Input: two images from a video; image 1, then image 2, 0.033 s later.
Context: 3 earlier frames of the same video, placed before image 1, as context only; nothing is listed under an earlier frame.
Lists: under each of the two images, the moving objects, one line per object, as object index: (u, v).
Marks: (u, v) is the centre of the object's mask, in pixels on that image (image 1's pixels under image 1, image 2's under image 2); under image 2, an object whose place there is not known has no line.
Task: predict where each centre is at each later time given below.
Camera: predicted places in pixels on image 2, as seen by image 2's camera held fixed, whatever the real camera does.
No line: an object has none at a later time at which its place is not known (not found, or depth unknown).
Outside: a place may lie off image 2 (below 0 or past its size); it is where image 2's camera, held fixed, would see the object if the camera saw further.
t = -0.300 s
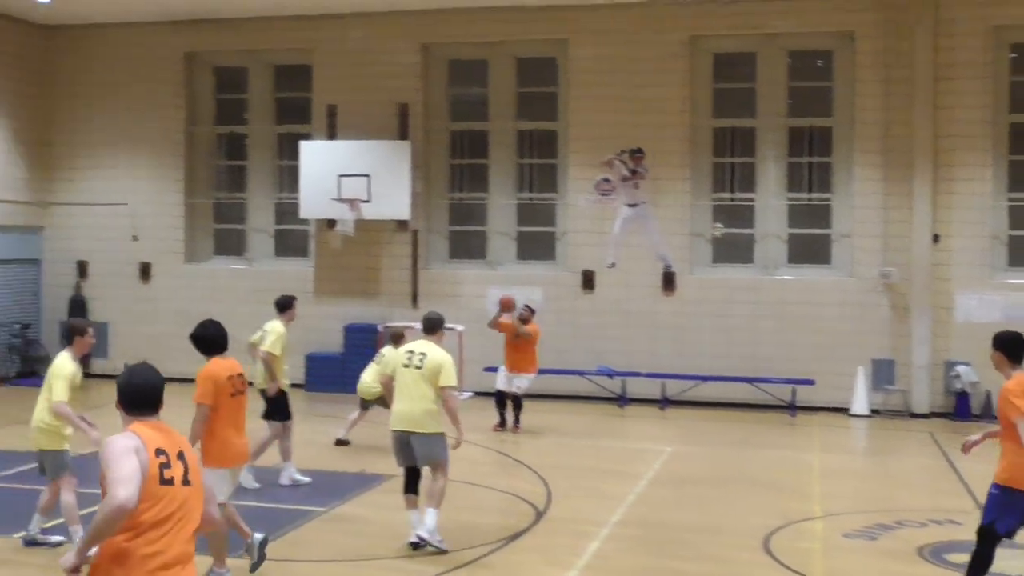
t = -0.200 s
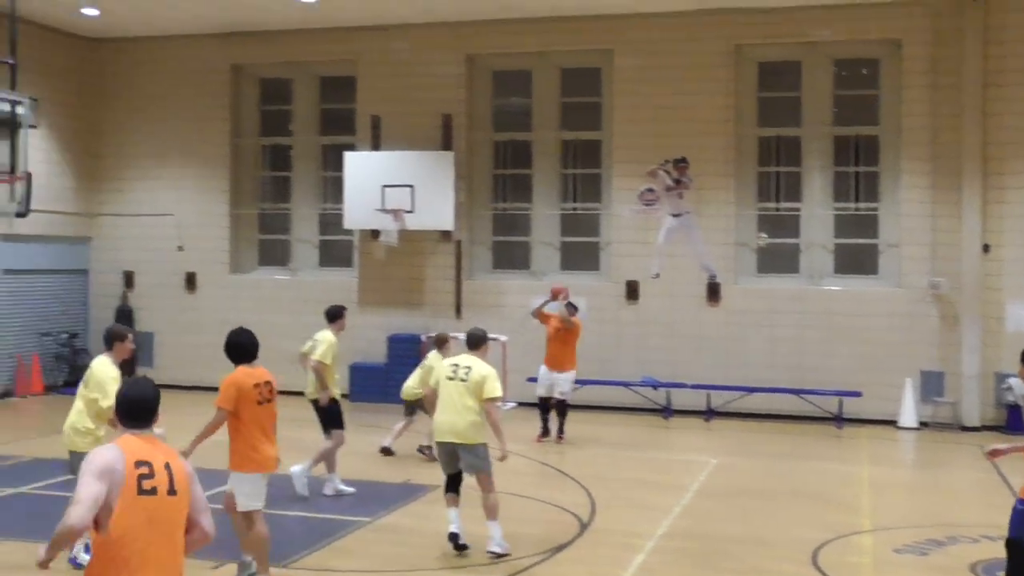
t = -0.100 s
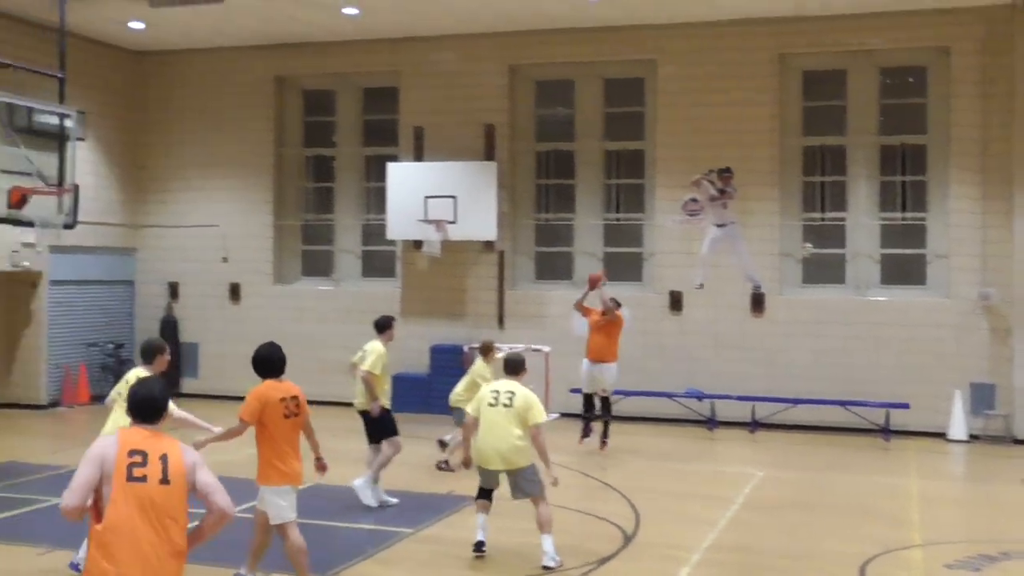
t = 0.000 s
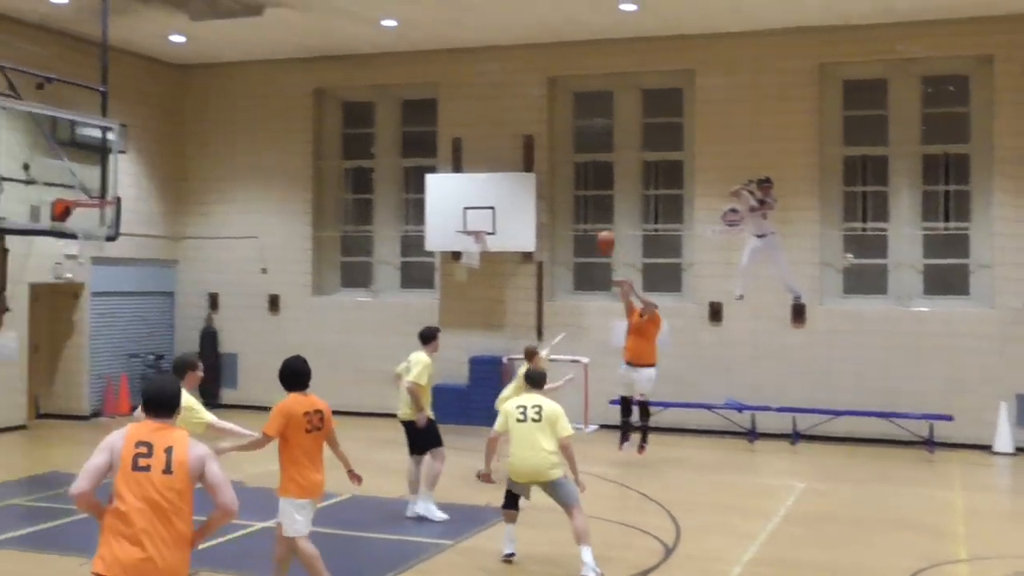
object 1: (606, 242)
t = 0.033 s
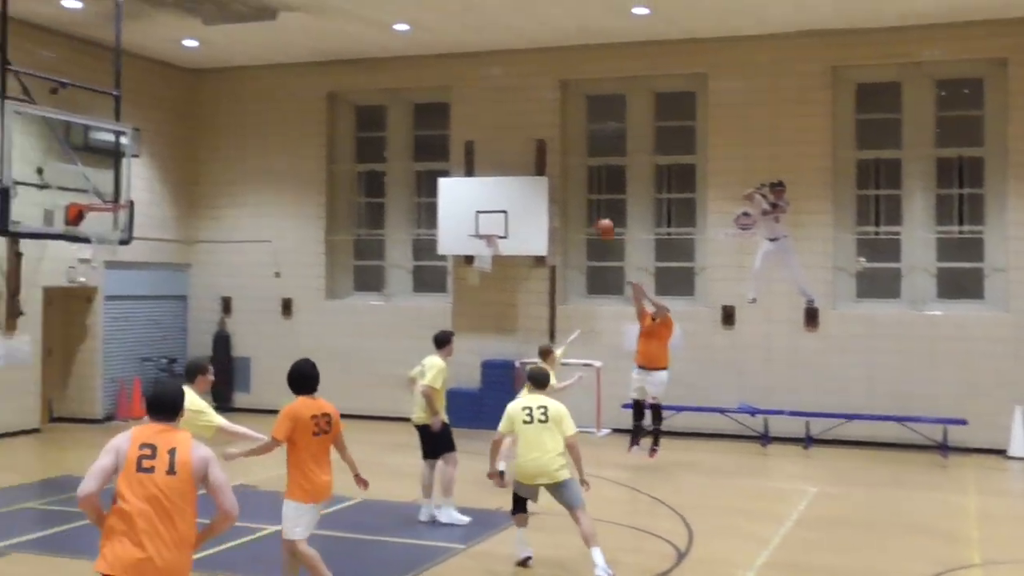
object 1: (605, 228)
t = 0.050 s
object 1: (599, 221)
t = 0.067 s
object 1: (592, 214)
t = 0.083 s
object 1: (586, 207)
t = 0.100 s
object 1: (580, 200)
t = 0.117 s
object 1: (573, 193)
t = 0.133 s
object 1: (567, 185)
